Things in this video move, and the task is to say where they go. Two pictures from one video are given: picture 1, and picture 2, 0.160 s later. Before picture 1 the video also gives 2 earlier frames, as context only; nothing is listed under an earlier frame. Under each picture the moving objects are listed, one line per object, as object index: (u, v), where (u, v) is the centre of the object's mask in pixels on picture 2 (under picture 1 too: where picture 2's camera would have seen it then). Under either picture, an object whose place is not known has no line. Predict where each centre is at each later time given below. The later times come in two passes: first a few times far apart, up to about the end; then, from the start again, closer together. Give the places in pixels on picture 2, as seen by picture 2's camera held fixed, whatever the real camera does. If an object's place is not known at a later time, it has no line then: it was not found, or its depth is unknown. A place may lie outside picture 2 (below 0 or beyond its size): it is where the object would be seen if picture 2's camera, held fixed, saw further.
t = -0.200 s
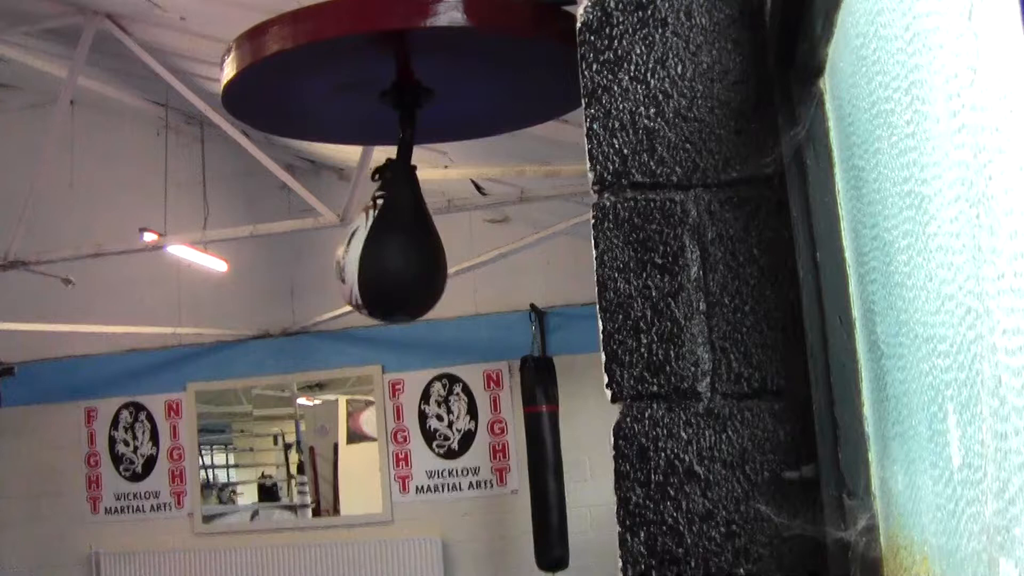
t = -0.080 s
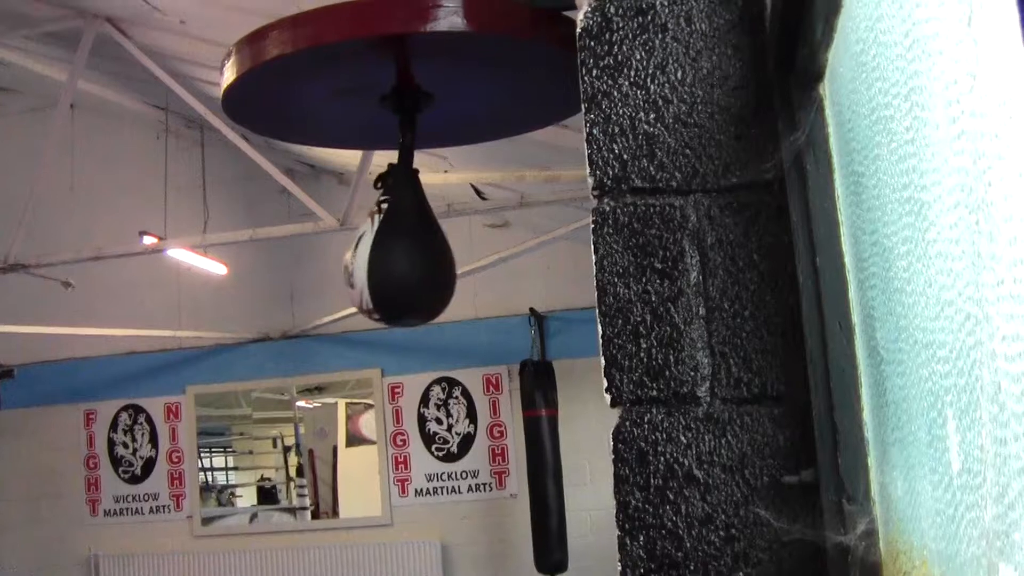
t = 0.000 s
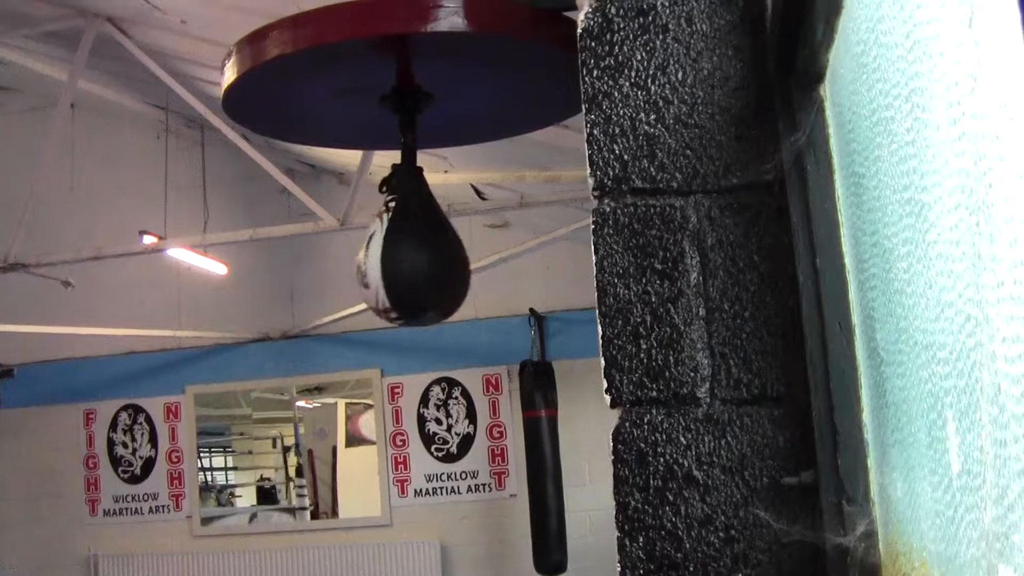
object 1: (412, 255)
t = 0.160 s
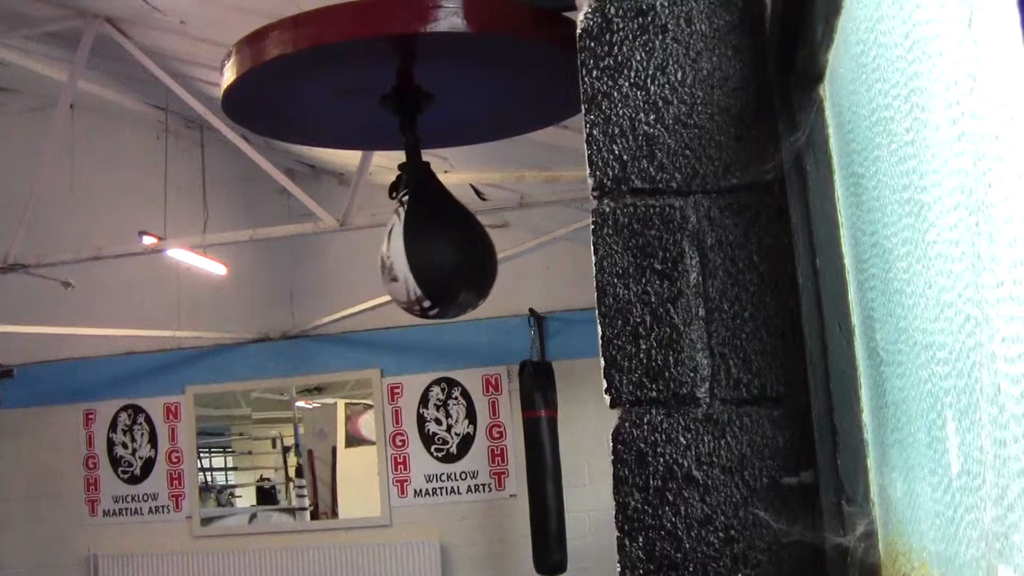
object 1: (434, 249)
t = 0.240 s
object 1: (440, 246)
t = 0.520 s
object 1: (415, 255)
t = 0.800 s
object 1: (393, 256)
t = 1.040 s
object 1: (419, 254)
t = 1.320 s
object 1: (437, 247)
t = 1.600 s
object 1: (404, 256)
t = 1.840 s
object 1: (396, 256)
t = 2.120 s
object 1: (429, 251)
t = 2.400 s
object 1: (429, 251)
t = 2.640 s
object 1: (400, 256)
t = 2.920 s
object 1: (405, 256)
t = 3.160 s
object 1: (432, 250)
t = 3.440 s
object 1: (423, 253)
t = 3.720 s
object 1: (397, 256)
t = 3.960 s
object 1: (411, 256)
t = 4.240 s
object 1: (433, 249)
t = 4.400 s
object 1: (426, 252)
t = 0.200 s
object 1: (438, 247)
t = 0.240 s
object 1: (440, 246)
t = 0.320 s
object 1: (439, 247)
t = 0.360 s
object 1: (436, 248)
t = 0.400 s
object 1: (432, 250)
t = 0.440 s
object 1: (427, 252)
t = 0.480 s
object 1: (421, 253)
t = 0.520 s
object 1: (415, 255)
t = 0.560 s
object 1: (409, 256)
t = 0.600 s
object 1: (403, 256)
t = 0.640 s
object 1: (399, 256)
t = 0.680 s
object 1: (395, 256)
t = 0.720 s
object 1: (393, 256)
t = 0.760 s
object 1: (392, 256)
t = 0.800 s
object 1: (393, 256)
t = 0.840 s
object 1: (394, 256)
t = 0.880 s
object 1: (398, 256)
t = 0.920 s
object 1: (402, 256)
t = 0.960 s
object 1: (407, 256)
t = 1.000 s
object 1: (413, 255)
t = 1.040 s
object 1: (419, 254)
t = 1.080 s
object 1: (424, 253)
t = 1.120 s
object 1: (430, 251)
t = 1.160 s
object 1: (434, 249)
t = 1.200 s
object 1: (437, 248)
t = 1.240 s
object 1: (438, 247)
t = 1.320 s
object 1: (437, 247)
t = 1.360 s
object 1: (435, 249)
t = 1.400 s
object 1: (431, 250)
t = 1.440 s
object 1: (425, 252)
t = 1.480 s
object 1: (420, 253)
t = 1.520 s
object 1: (414, 255)
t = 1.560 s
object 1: (409, 255)
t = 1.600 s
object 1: (404, 256)
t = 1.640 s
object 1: (400, 256)
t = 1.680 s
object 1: (396, 256)
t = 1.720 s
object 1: (394, 256)
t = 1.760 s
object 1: (394, 256)
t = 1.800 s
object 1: (394, 256)
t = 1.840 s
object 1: (396, 256)
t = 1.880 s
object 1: (399, 256)
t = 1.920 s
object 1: (404, 256)
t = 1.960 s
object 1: (408, 256)
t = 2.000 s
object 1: (414, 255)
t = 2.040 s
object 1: (419, 254)
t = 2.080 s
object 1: (424, 253)
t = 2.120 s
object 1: (429, 251)
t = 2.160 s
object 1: (433, 250)
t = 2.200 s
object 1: (435, 248)
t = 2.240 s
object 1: (437, 248)
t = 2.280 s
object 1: (437, 248)
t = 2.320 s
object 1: (435, 248)
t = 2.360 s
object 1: (432, 249)
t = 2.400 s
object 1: (429, 251)
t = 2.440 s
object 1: (424, 252)
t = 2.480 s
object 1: (419, 254)
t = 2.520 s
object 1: (414, 255)
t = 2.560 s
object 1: (409, 256)
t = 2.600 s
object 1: (404, 256)
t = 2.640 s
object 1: (400, 256)
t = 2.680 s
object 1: (397, 256)
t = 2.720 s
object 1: (396, 256)
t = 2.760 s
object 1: (395, 256)
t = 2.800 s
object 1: (396, 256)
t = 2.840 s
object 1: (398, 256)
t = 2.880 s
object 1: (401, 256)
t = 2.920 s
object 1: (405, 256)
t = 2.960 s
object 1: (409, 256)
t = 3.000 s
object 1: (414, 255)
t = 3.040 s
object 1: (419, 254)
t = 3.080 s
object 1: (424, 253)
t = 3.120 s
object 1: (428, 251)
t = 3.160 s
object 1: (432, 250)
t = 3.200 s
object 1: (434, 249)
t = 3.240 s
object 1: (435, 248)
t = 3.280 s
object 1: (435, 248)
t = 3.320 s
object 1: (433, 249)
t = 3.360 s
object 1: (431, 250)
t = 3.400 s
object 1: (427, 251)
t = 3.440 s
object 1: (423, 253)
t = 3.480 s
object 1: (418, 254)
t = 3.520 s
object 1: (413, 255)
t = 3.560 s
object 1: (409, 255)
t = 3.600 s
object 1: (404, 256)
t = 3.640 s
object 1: (401, 256)
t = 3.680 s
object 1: (399, 256)
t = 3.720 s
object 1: (397, 256)
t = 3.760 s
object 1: (397, 256)
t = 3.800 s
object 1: (398, 256)
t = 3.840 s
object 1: (400, 256)
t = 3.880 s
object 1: (403, 256)
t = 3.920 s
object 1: (407, 256)
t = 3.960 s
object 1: (411, 256)
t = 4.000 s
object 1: (415, 255)
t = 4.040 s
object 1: (420, 254)
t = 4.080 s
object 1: (424, 253)
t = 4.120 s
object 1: (427, 252)
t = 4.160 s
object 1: (431, 251)
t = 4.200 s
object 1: (432, 250)
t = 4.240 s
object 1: (433, 249)
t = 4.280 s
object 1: (433, 249)
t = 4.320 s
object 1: (431, 250)
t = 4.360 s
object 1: (429, 251)
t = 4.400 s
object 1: (426, 252)
